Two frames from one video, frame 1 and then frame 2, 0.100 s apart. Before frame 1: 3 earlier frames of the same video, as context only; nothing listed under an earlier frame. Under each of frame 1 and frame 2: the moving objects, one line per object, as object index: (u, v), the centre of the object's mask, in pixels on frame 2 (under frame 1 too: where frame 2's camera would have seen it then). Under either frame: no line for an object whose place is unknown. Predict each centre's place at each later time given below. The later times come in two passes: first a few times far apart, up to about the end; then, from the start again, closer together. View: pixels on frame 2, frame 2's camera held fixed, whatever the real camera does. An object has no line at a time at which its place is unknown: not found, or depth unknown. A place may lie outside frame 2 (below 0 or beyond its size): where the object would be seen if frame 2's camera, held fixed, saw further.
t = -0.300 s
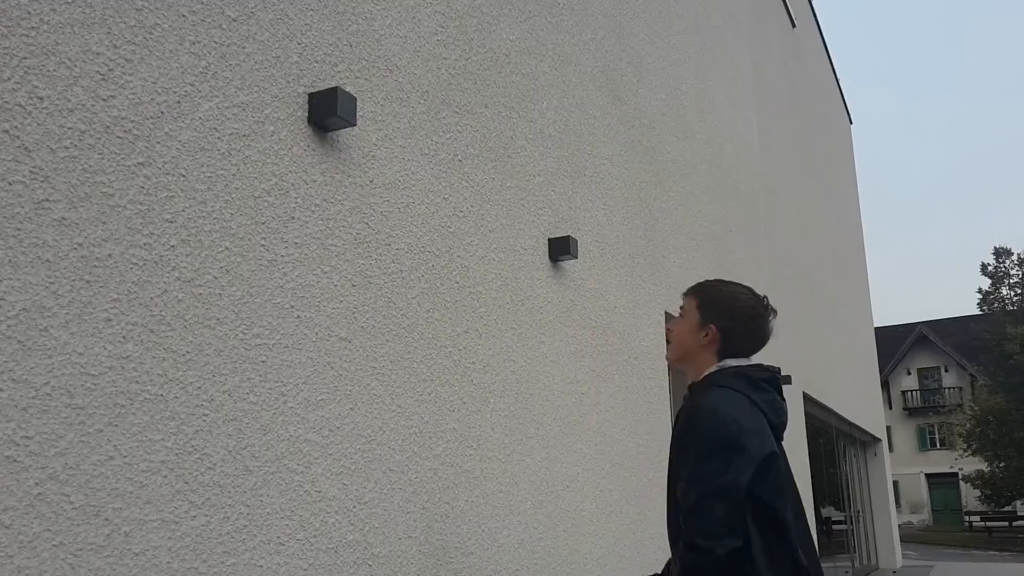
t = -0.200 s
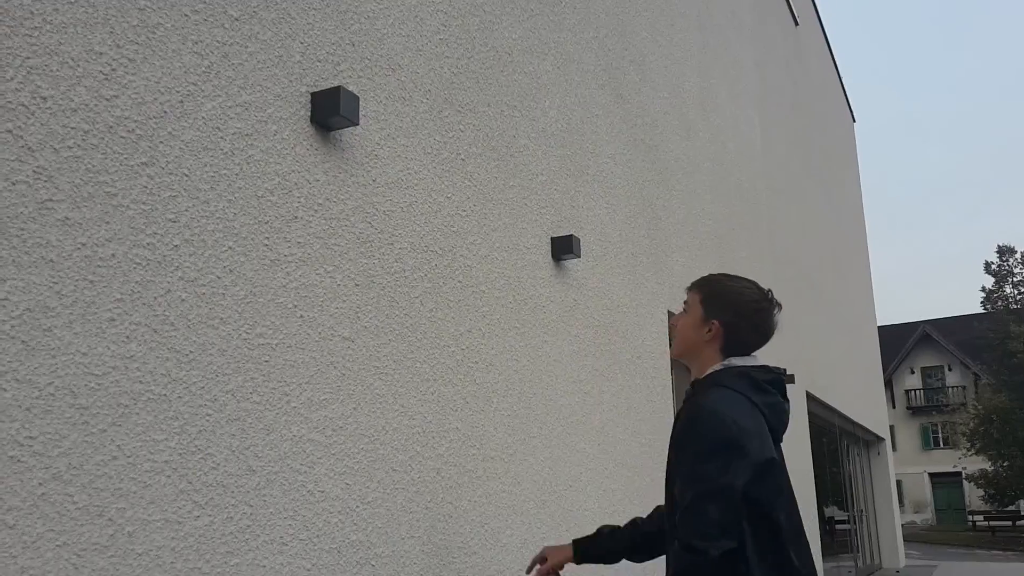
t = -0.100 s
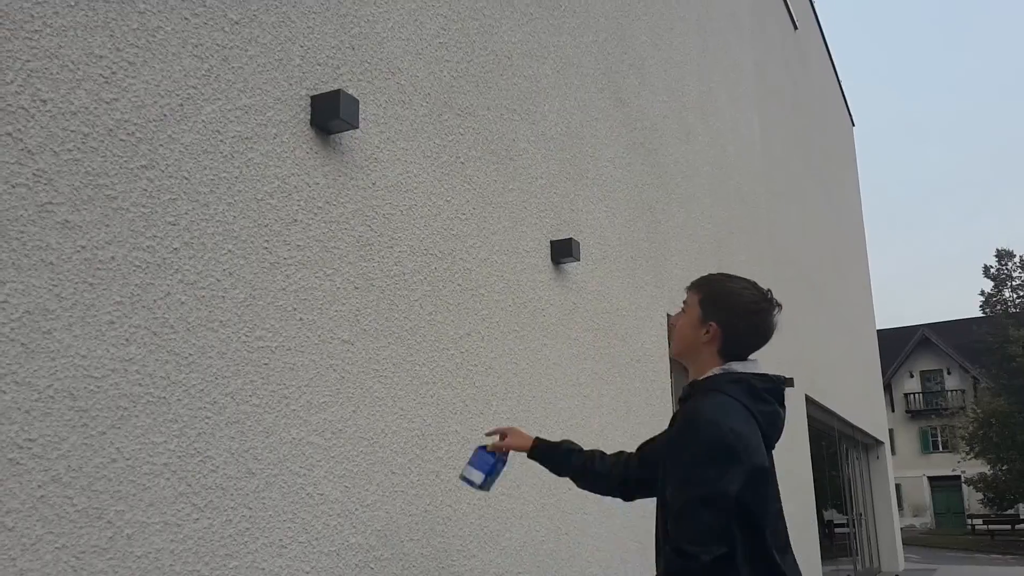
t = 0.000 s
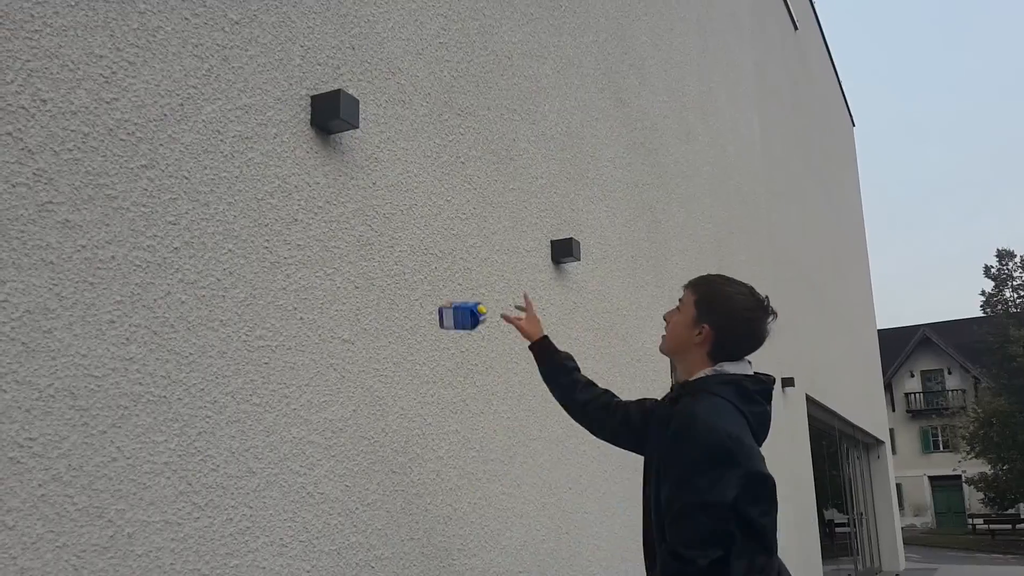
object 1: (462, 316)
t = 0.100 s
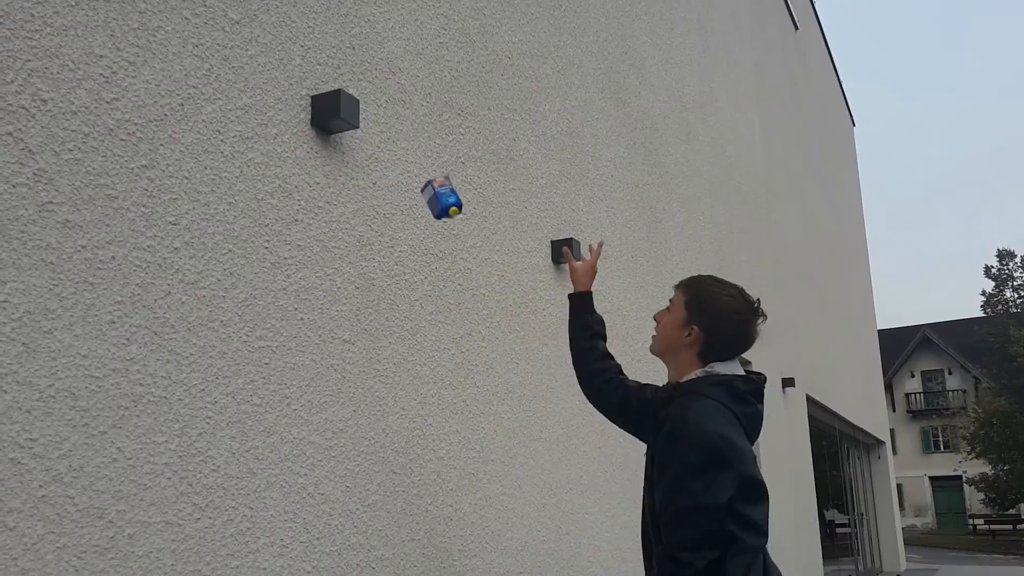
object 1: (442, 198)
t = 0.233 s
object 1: (416, 90)
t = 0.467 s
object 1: (382, 17)
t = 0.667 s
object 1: (355, 78)
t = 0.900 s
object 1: (346, 76)
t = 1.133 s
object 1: (346, 76)
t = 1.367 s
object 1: (346, 76)
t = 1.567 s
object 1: (346, 76)
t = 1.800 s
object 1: (346, 76)
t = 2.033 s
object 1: (346, 76)
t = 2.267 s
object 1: (346, 76)
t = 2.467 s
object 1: (347, 76)
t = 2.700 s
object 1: (347, 77)
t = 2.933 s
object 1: (346, 76)
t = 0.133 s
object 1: (435, 166)
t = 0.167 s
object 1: (429, 139)
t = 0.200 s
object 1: (422, 114)
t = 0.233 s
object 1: (416, 90)
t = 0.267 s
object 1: (411, 70)
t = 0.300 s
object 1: (406, 52)
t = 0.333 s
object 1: (401, 38)
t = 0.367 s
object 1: (396, 28)
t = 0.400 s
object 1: (391, 21)
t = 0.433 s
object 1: (387, 17)
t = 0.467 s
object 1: (382, 17)
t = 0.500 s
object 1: (378, 20)
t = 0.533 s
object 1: (373, 25)
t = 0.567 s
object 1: (367, 34)
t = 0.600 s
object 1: (363, 46)
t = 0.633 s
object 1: (358, 61)
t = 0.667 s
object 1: (355, 78)
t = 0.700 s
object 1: (351, 75)
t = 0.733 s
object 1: (348, 75)
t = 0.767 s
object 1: (346, 75)
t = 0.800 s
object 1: (344, 75)
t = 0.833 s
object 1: (343, 75)
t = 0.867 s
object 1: (344, 75)
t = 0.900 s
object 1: (346, 76)
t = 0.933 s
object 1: (347, 76)
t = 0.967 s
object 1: (347, 76)
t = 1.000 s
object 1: (346, 76)
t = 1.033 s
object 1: (346, 76)
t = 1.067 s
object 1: (346, 76)
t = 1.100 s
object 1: (346, 76)
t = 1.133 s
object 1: (346, 76)
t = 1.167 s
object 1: (346, 76)
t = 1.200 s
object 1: (346, 76)
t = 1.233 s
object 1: (346, 76)
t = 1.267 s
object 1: (346, 76)
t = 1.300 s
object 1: (346, 76)
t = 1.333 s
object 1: (347, 76)
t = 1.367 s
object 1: (346, 76)
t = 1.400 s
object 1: (346, 76)
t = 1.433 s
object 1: (346, 76)
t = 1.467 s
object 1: (346, 76)
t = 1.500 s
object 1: (347, 76)
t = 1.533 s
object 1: (346, 76)
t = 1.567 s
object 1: (346, 76)
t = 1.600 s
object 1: (346, 76)
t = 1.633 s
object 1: (346, 76)
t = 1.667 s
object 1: (346, 76)
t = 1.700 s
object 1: (346, 76)
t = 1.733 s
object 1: (346, 76)
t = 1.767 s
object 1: (346, 76)
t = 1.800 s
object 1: (346, 76)
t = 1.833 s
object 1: (346, 76)
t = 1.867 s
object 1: (346, 76)
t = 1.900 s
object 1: (346, 76)
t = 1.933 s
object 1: (346, 76)
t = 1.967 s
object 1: (346, 76)
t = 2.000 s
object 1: (346, 76)
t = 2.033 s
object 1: (346, 76)
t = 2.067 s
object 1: (347, 76)
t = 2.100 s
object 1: (346, 76)
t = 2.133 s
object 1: (346, 76)
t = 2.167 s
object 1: (346, 76)
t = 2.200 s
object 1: (346, 76)
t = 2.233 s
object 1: (346, 76)
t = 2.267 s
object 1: (346, 76)
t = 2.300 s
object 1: (346, 76)
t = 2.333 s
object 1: (346, 77)
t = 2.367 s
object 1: (346, 77)
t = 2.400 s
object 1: (346, 77)
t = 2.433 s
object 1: (347, 77)
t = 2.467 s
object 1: (347, 76)
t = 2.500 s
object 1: (346, 77)
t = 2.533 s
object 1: (346, 76)
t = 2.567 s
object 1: (347, 76)
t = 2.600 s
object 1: (347, 77)
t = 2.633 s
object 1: (346, 77)
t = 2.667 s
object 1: (347, 77)
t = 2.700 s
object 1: (347, 77)
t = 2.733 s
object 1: (347, 77)
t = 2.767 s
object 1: (346, 76)
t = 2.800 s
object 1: (346, 77)
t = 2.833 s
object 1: (346, 77)
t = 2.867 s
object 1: (347, 77)
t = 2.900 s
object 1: (347, 77)
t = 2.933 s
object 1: (346, 76)
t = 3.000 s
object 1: (346, 76)
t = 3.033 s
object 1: (347, 76)
